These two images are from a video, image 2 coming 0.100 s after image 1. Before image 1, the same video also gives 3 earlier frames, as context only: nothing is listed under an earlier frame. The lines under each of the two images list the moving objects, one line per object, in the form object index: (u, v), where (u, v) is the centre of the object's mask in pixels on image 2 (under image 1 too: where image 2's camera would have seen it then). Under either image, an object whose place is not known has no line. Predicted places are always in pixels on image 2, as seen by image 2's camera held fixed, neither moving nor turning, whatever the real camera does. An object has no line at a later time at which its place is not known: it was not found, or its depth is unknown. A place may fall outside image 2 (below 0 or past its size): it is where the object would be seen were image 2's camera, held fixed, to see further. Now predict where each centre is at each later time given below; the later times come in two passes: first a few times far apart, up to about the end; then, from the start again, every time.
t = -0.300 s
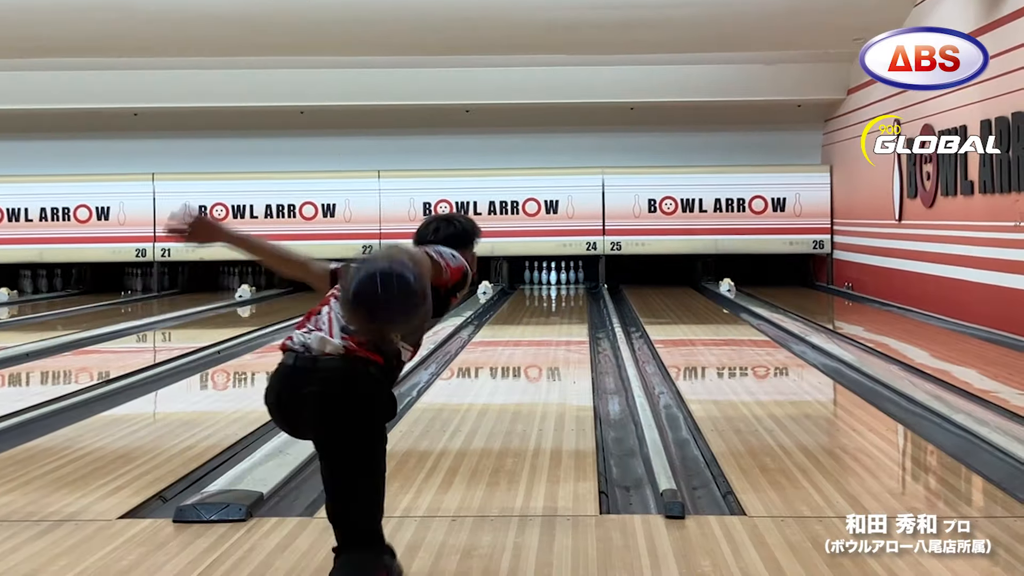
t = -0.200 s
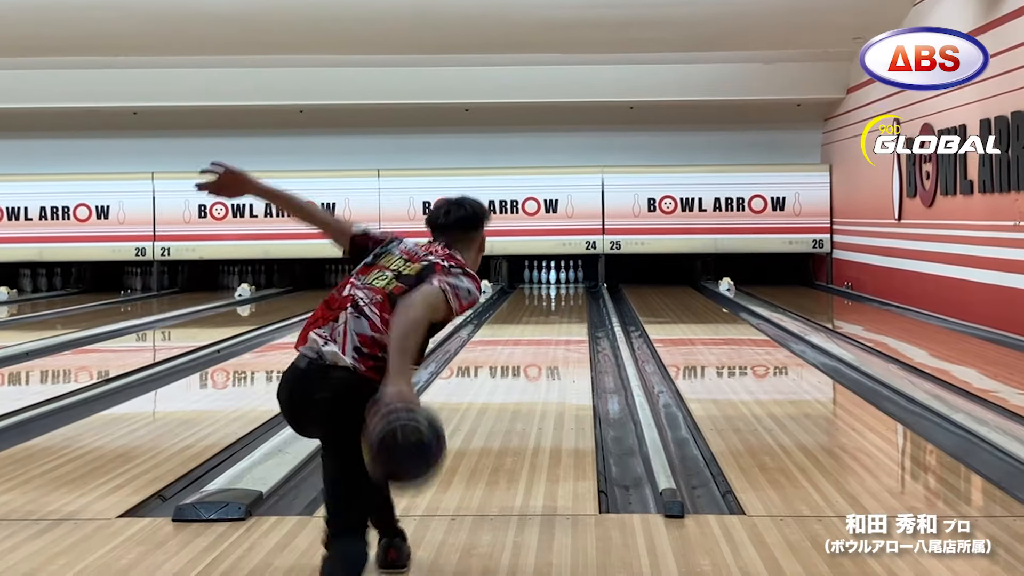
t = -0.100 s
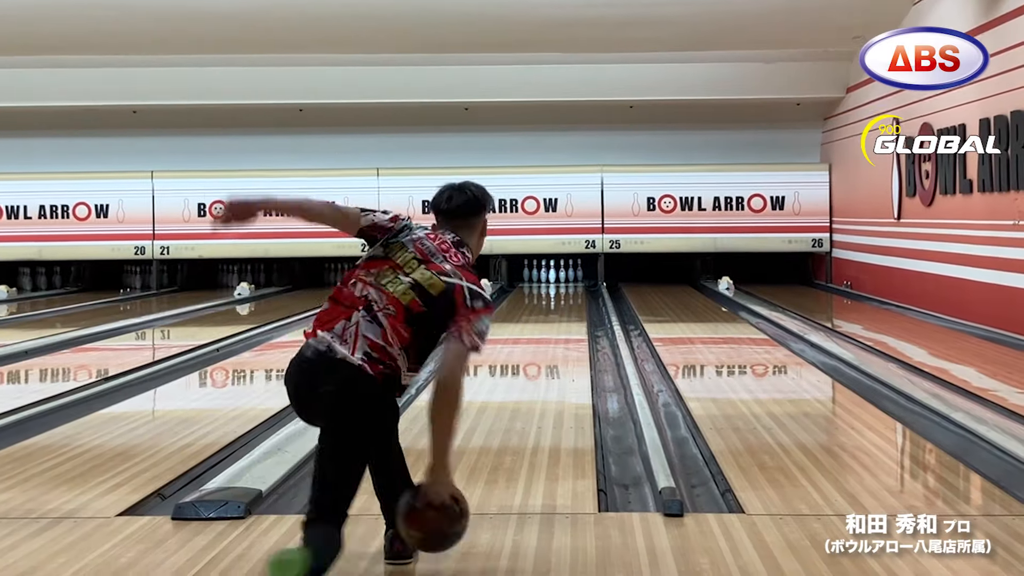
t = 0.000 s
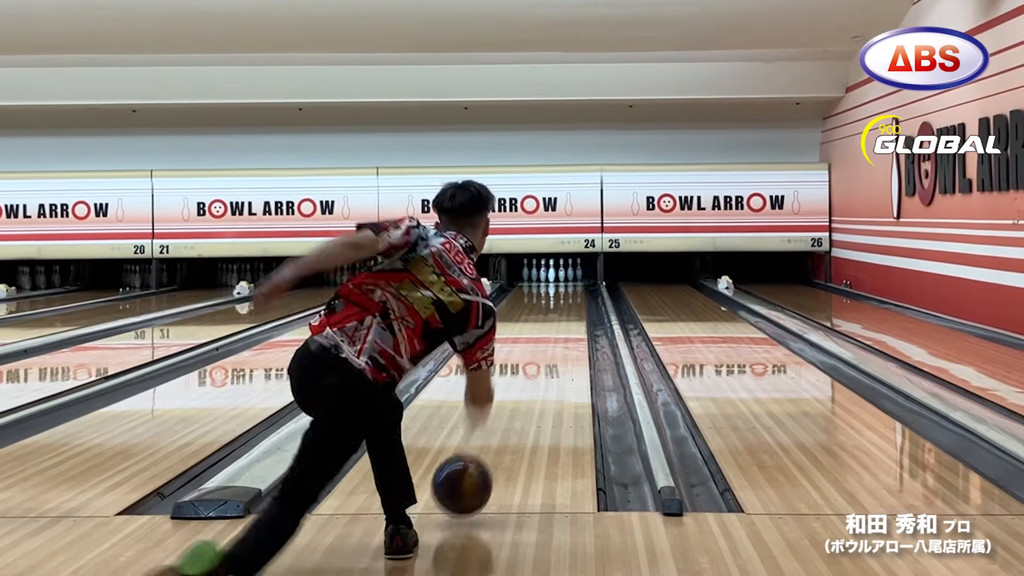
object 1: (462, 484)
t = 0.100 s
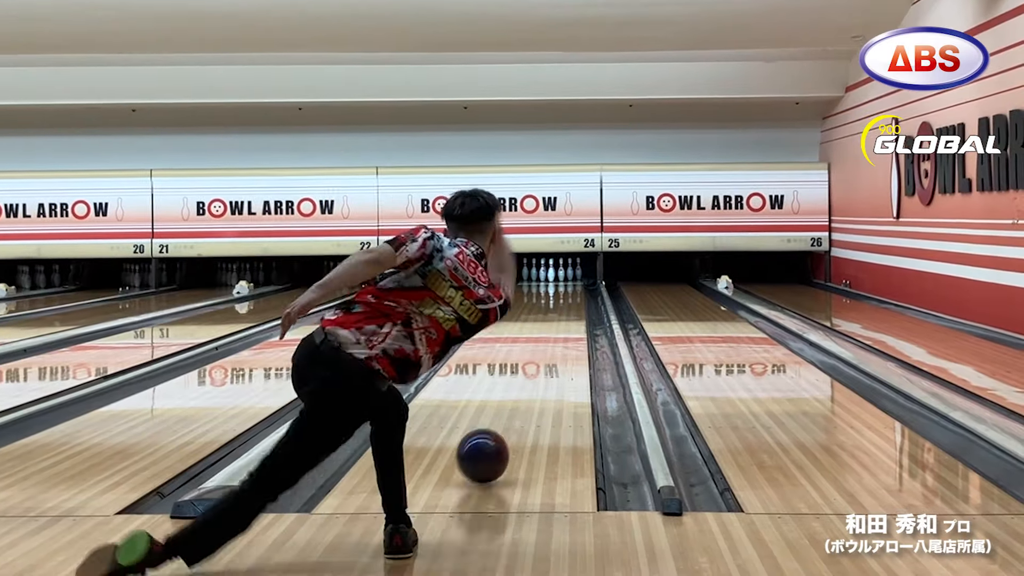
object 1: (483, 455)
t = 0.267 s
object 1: (508, 415)
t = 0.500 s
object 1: (530, 376)
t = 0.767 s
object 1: (547, 346)
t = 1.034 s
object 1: (557, 326)
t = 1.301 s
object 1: (564, 312)
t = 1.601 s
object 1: (568, 299)
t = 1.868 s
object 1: (570, 291)
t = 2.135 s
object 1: (569, 285)
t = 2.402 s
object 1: (563, 279)
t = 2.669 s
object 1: (556, 276)
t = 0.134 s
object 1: (488, 447)
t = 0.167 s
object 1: (494, 438)
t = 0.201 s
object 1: (499, 430)
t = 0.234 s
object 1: (503, 422)
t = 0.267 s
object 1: (508, 415)
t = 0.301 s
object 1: (512, 408)
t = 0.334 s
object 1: (515, 402)
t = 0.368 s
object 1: (519, 396)
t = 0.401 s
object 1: (522, 391)
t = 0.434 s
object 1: (525, 386)
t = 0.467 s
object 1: (528, 380)
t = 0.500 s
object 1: (530, 376)
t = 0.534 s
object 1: (533, 371)
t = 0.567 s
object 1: (535, 367)
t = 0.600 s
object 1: (537, 363)
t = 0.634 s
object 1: (539, 360)
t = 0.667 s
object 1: (541, 356)
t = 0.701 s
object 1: (543, 352)
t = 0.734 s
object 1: (545, 349)
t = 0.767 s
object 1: (547, 346)
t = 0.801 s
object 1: (548, 343)
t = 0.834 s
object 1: (550, 341)
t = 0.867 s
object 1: (551, 338)
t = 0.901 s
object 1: (552, 335)
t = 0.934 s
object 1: (553, 333)
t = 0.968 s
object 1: (555, 330)
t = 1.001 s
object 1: (556, 328)
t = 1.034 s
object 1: (557, 326)
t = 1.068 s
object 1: (558, 324)
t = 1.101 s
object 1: (559, 322)
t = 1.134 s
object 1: (560, 319)
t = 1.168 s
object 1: (560, 318)
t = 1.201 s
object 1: (561, 316)
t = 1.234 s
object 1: (562, 315)
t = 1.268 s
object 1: (563, 313)
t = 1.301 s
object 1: (564, 312)
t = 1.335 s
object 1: (564, 310)
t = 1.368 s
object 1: (565, 308)
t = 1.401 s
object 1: (565, 307)
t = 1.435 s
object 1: (566, 306)
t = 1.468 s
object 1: (567, 304)
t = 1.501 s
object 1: (567, 302)
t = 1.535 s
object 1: (567, 301)
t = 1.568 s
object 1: (568, 300)
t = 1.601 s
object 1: (568, 299)
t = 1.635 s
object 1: (568, 298)
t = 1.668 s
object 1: (569, 297)
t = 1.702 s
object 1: (569, 296)
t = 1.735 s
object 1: (569, 295)
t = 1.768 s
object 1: (569, 294)
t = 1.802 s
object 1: (569, 293)
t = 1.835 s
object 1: (570, 292)
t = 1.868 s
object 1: (570, 291)
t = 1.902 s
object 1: (570, 290)
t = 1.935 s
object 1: (570, 289)
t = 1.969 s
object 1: (570, 288)
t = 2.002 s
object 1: (570, 287)
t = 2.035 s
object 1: (570, 287)
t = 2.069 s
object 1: (570, 286)
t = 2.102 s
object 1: (570, 285)
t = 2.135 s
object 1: (569, 285)
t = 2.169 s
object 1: (569, 284)
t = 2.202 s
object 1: (568, 283)
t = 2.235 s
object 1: (568, 282)
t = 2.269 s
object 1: (568, 282)
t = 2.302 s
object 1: (566, 281)
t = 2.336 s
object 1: (566, 281)
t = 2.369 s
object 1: (565, 280)
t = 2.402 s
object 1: (563, 279)
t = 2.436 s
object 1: (563, 278)
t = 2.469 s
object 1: (561, 278)
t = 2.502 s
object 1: (561, 278)
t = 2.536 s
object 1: (560, 278)
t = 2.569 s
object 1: (559, 277)
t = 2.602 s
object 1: (558, 276)
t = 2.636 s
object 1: (556, 276)
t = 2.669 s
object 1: (556, 276)
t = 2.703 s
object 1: (556, 276)
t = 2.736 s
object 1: (556, 276)
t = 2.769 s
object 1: (556, 275)
